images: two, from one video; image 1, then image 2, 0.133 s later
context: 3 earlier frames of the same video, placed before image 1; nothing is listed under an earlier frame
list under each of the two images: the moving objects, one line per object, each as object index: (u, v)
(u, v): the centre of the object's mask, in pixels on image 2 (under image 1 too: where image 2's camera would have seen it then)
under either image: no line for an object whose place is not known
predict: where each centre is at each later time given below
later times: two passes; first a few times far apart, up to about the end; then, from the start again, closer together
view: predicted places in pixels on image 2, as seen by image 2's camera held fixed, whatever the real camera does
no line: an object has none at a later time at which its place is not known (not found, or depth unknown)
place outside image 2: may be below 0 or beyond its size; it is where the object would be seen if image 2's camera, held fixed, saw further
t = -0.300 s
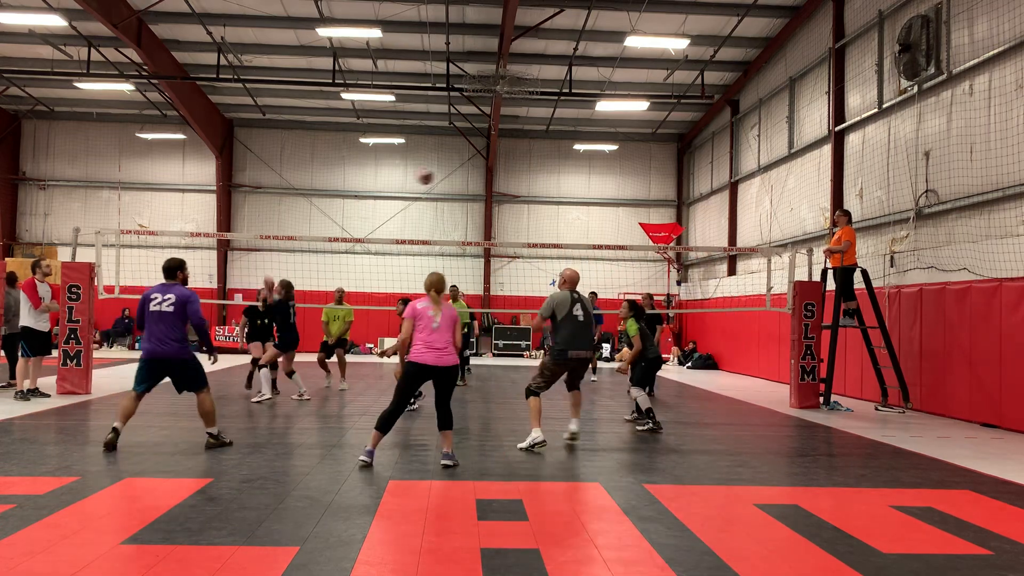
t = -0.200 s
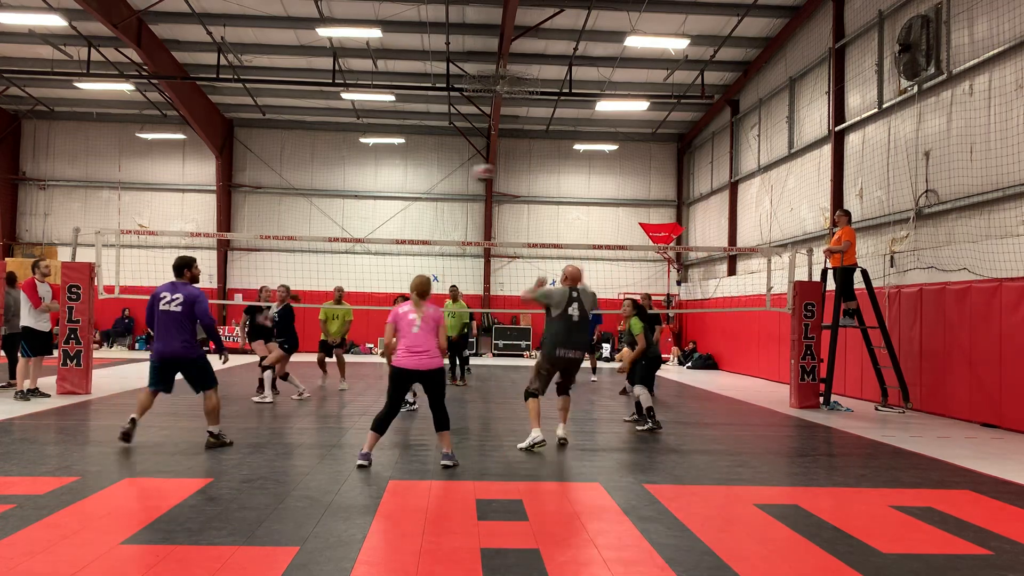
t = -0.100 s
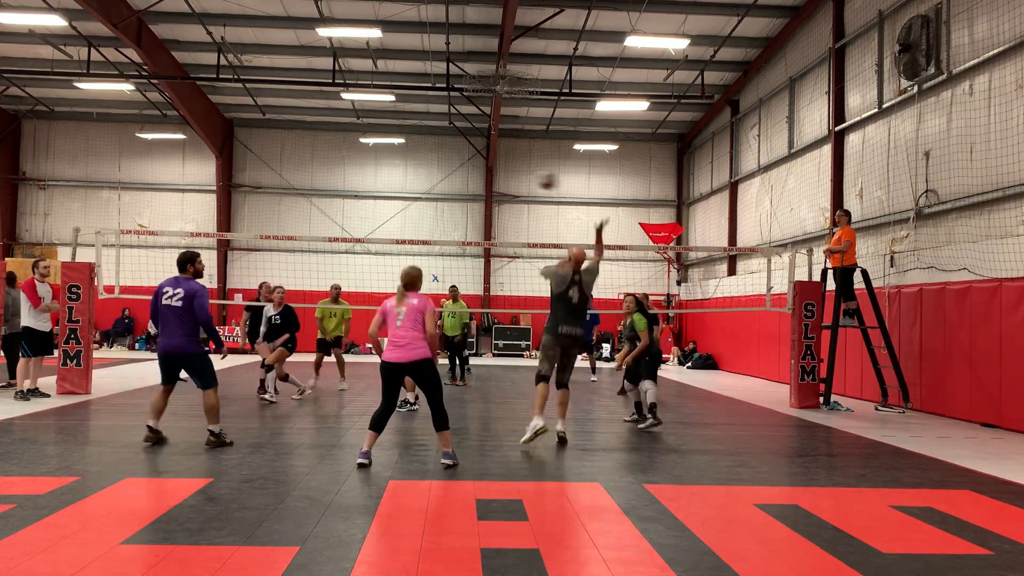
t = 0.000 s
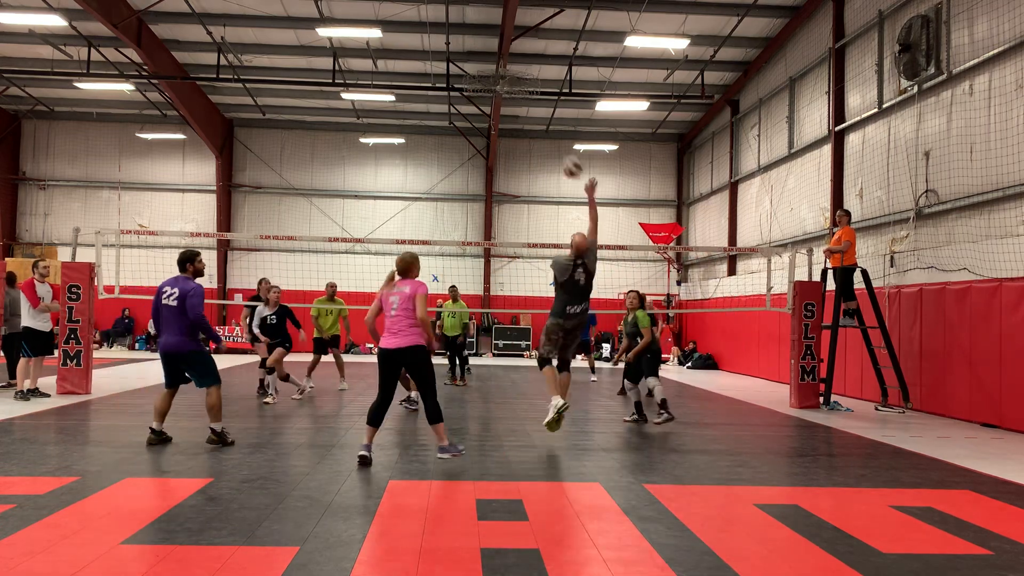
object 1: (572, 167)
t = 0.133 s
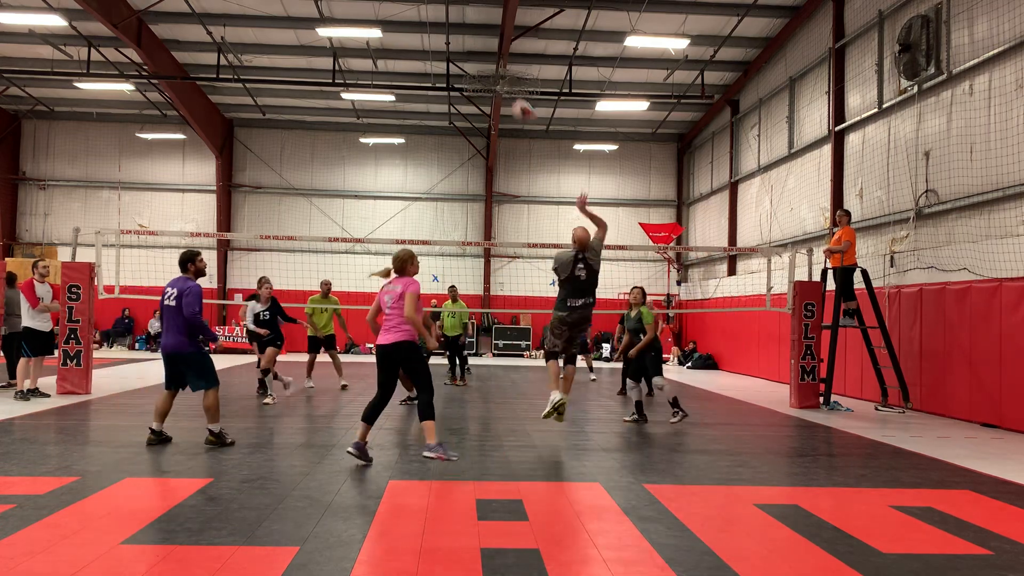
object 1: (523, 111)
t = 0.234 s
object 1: (487, 81)
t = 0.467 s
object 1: (397, 47)
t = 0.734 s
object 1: (293, 76)
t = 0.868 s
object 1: (239, 119)
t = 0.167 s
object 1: (510, 99)
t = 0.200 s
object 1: (499, 89)
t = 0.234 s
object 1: (487, 81)
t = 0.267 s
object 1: (473, 73)
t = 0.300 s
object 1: (460, 65)
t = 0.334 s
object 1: (448, 59)
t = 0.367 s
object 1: (436, 54)
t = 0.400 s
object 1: (423, 51)
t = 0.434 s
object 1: (410, 47)
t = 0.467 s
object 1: (397, 47)
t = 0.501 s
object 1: (383, 47)
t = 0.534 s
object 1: (372, 48)
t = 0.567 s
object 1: (360, 49)
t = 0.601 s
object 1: (346, 52)
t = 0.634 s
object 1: (333, 56)
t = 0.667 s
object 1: (320, 61)
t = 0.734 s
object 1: (293, 76)
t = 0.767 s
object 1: (280, 84)
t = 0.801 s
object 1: (266, 97)
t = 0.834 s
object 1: (253, 107)
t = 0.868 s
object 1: (239, 119)
